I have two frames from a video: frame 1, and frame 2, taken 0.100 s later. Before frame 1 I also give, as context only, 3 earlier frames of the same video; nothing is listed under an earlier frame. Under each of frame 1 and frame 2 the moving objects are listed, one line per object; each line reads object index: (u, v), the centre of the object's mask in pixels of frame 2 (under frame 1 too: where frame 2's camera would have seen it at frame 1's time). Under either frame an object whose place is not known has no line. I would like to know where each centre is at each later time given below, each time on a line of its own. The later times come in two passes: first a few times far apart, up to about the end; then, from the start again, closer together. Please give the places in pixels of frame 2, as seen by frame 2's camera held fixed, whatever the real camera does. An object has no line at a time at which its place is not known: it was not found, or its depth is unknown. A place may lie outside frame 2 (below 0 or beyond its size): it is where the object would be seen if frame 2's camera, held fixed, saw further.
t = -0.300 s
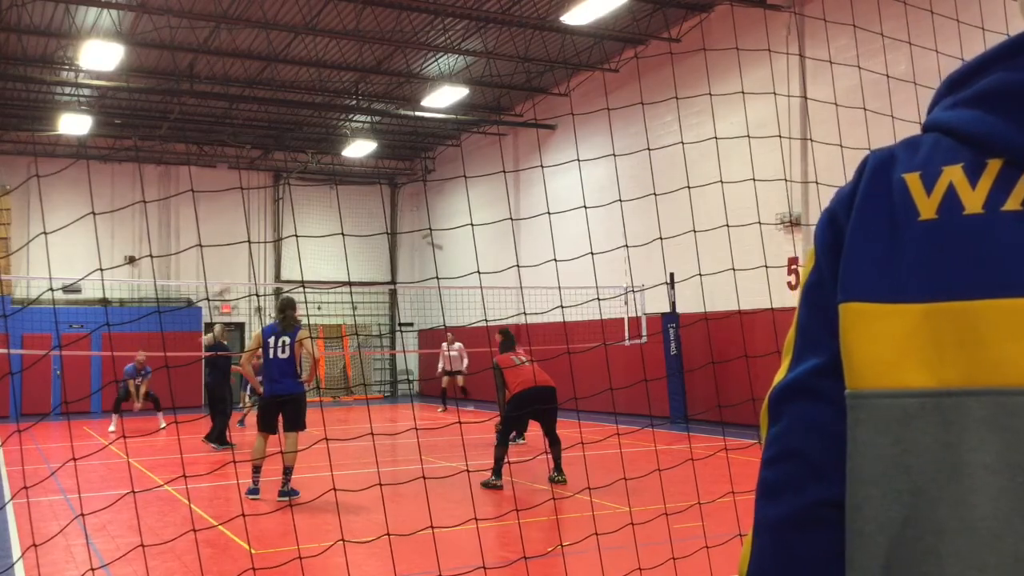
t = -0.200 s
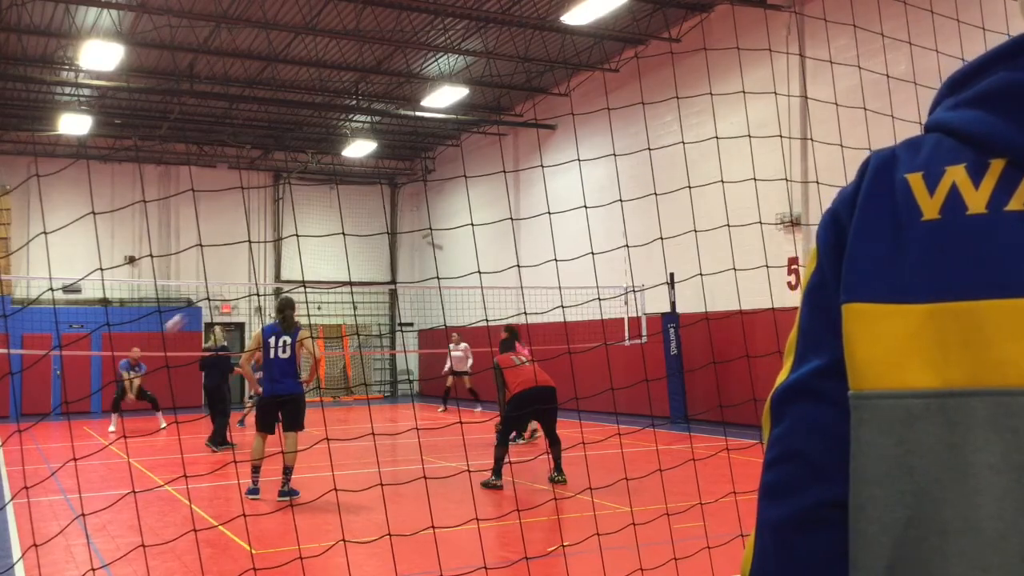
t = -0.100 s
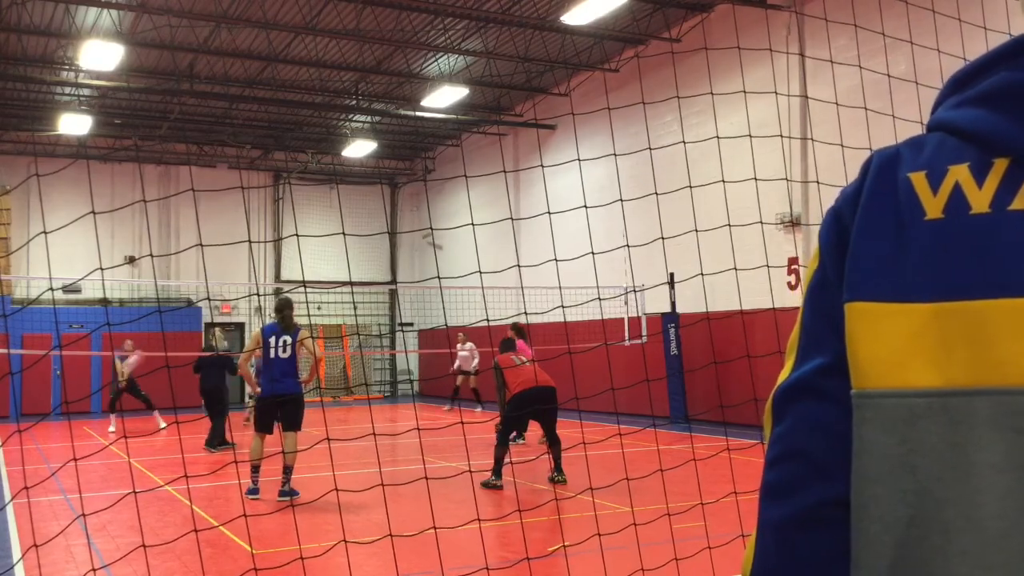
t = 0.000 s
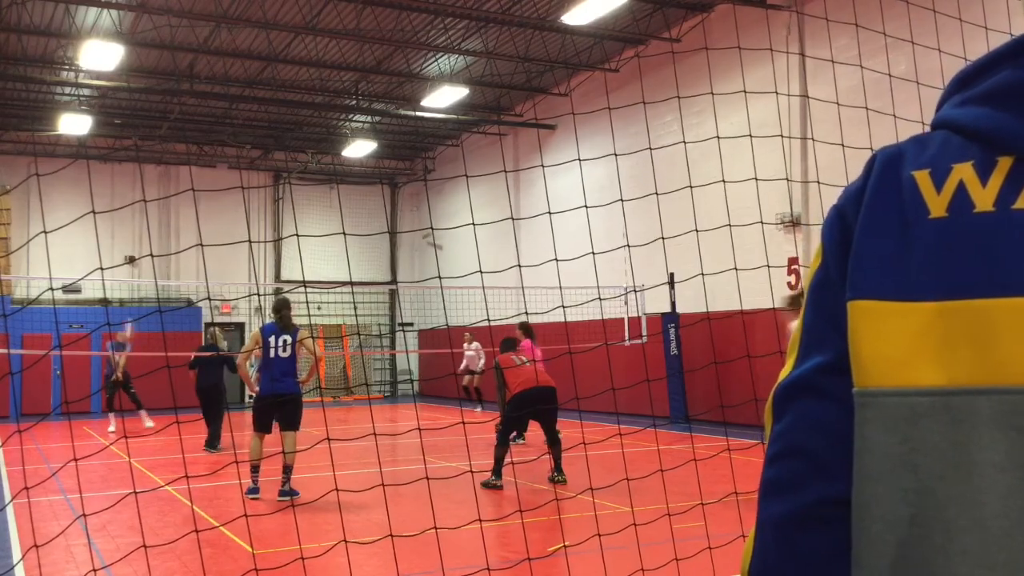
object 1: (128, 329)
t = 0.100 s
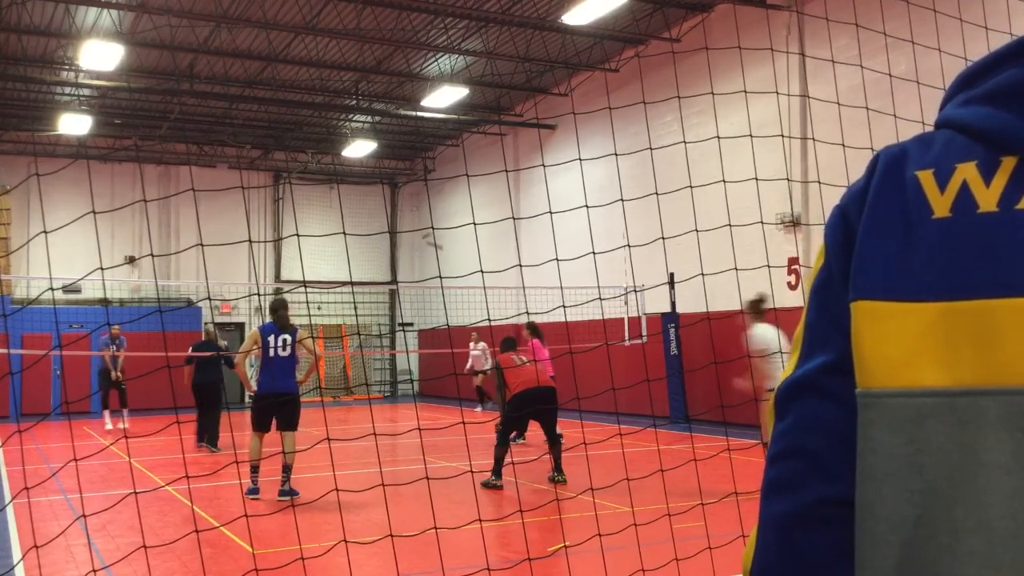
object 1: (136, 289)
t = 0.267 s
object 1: (146, 212)
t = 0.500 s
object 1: (163, 148)
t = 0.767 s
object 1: (182, 110)
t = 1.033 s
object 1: (203, 113)
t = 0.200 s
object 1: (143, 237)
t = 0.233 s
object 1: (144, 226)
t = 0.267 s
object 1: (146, 212)
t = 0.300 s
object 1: (149, 201)
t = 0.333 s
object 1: (151, 191)
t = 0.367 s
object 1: (153, 181)
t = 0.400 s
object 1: (155, 171)
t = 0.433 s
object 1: (158, 163)
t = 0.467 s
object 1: (161, 156)
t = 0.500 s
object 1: (163, 148)
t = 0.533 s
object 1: (165, 141)
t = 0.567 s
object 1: (167, 135)
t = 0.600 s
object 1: (170, 130)
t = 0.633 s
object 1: (172, 125)
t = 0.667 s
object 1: (175, 120)
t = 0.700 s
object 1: (176, 116)
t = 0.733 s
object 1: (180, 113)
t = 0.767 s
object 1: (182, 110)
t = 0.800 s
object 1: (185, 108)
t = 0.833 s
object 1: (187, 107)
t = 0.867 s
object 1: (190, 106)
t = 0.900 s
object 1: (192, 106)
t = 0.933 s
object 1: (195, 106)
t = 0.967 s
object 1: (197, 107)
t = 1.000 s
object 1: (199, 109)
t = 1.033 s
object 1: (203, 113)
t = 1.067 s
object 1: (205, 116)
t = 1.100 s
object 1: (208, 120)
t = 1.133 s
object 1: (211, 124)
